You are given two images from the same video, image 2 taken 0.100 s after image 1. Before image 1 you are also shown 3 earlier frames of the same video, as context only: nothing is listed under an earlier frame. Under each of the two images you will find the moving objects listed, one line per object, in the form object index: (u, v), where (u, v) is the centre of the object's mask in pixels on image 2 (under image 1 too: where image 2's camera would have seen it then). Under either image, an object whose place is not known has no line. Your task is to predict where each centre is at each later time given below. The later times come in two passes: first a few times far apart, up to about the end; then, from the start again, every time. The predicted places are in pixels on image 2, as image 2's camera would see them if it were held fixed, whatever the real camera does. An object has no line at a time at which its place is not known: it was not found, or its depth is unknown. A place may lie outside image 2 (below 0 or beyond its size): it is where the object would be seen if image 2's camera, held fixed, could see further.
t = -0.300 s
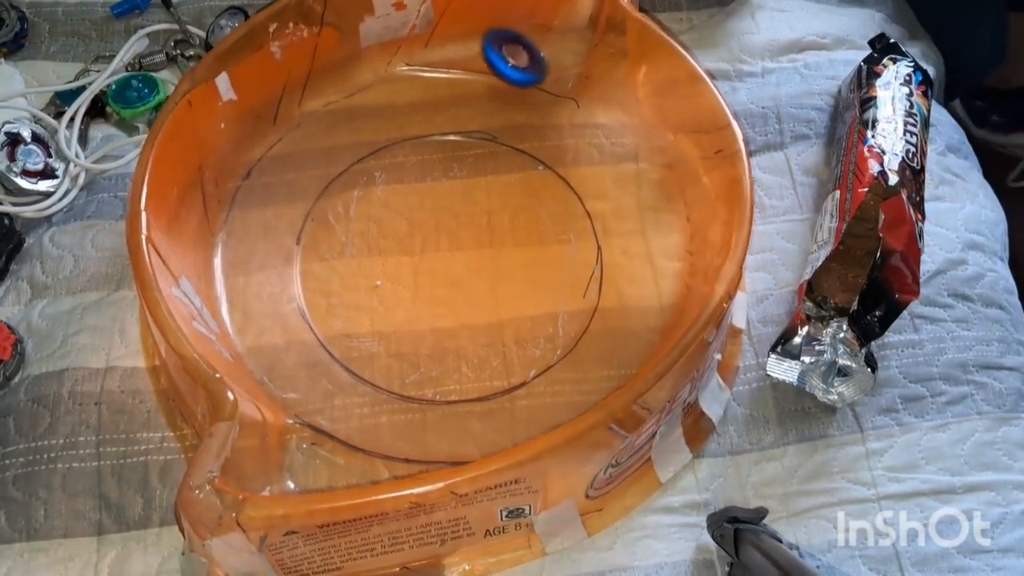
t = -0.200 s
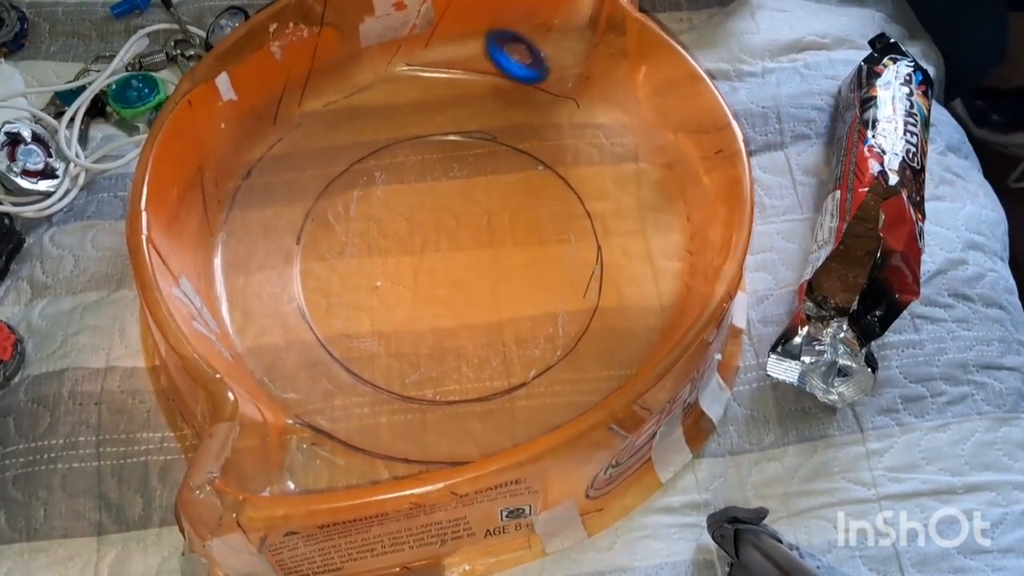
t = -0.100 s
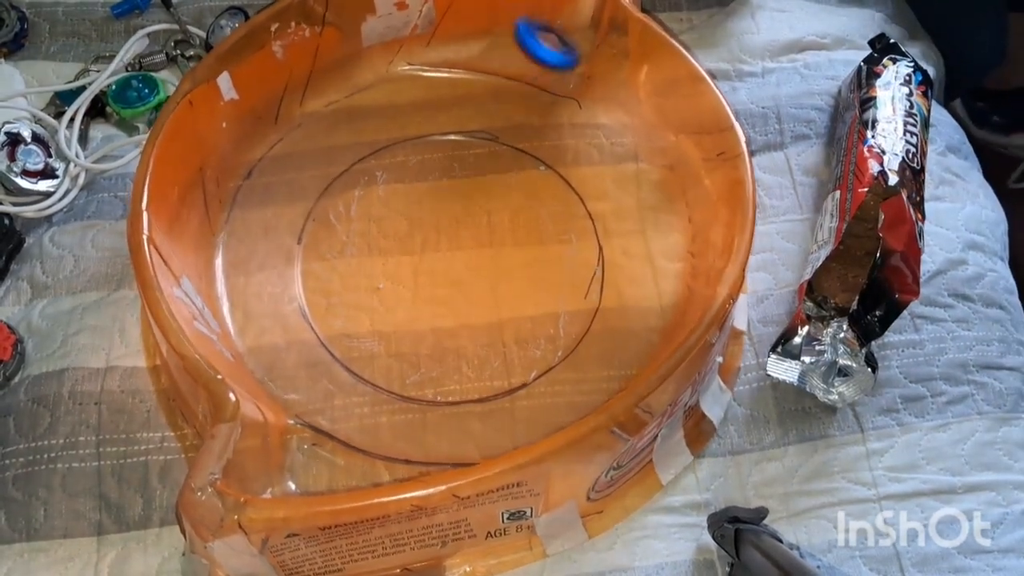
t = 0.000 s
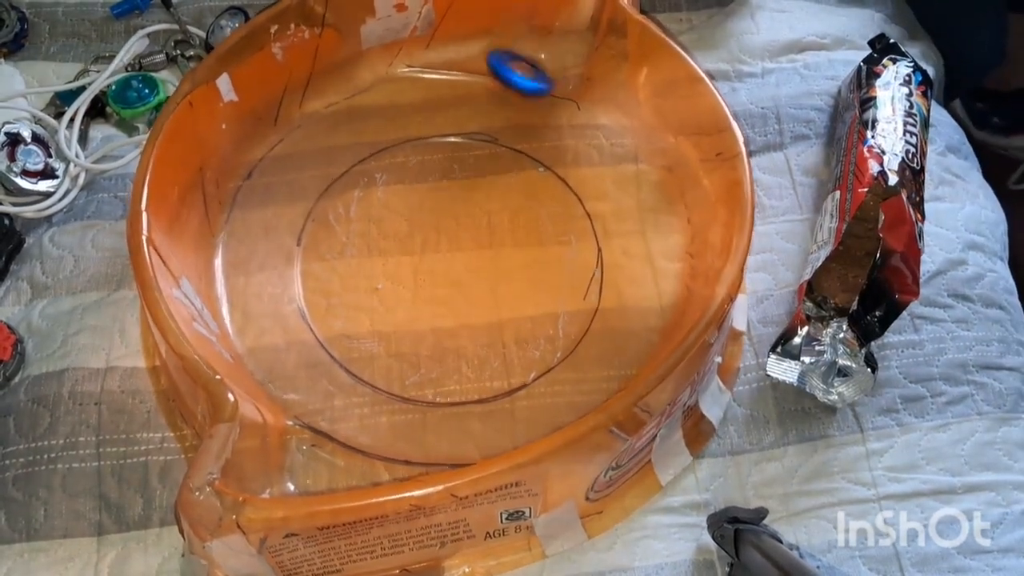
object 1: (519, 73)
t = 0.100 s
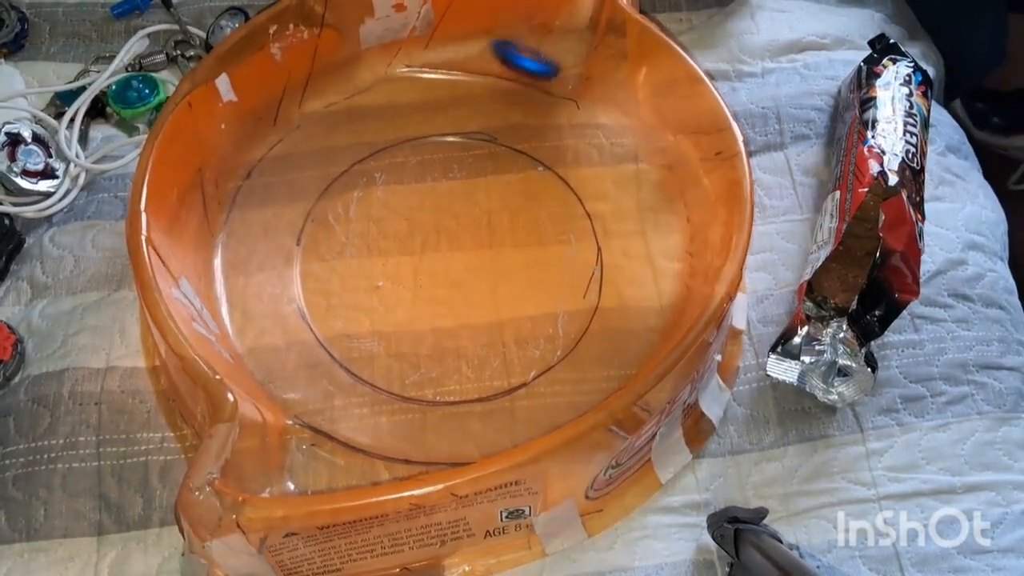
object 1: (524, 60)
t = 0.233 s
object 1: (533, 70)
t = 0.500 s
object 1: (527, 63)
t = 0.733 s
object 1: (466, 124)
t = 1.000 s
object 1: (311, 360)
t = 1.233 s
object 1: (477, 405)
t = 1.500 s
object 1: (555, 91)
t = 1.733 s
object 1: (392, 167)
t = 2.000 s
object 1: (427, 401)
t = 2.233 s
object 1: (566, 274)
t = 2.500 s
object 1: (458, 66)
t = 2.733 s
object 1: (394, 230)
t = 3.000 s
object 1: (471, 354)
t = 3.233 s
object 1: (471, 330)
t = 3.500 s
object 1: (471, 328)
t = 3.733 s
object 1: (471, 328)
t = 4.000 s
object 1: (471, 328)
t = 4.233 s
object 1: (471, 328)
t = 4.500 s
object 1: (471, 328)
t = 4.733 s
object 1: (471, 328)
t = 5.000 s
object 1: (470, 328)
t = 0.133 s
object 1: (537, 70)
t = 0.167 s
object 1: (544, 73)
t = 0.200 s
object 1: (539, 72)
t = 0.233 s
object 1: (533, 70)
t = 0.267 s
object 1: (528, 66)
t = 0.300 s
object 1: (522, 58)
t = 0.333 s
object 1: (517, 64)
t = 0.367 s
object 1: (517, 64)
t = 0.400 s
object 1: (517, 54)
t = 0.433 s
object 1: (518, 60)
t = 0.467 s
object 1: (521, 67)
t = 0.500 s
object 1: (527, 63)
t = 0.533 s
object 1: (532, 65)
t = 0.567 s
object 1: (542, 71)
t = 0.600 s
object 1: (538, 76)
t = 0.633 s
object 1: (523, 80)
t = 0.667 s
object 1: (506, 91)
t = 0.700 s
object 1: (488, 105)
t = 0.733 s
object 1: (466, 124)
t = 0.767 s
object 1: (444, 148)
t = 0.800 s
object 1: (421, 169)
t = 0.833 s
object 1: (396, 198)
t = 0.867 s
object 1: (374, 226)
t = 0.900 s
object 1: (353, 251)
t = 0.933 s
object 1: (333, 290)
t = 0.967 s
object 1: (317, 331)
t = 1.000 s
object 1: (311, 360)
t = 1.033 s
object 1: (318, 382)
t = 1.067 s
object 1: (343, 398)
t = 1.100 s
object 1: (370, 417)
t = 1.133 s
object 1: (400, 433)
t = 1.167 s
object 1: (429, 438)
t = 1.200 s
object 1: (454, 425)
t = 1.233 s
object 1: (477, 405)
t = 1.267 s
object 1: (502, 377)
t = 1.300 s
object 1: (525, 348)
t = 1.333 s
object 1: (545, 311)
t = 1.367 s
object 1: (561, 268)
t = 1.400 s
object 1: (572, 222)
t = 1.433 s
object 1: (575, 175)
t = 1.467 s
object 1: (571, 131)
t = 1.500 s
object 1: (555, 91)
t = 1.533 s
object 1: (529, 66)
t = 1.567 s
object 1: (502, 52)
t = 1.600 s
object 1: (479, 69)
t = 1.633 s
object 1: (458, 80)
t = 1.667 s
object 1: (435, 103)
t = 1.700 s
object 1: (411, 138)
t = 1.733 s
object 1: (392, 167)
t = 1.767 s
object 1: (373, 206)
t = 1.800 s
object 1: (362, 239)
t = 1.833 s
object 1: (354, 282)
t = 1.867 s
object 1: (353, 320)
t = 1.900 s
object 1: (364, 346)
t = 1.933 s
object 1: (380, 372)
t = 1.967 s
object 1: (402, 388)
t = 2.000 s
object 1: (427, 401)
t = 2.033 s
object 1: (455, 404)
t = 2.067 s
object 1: (481, 398)
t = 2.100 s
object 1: (509, 386)
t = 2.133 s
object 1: (531, 362)
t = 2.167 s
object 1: (548, 339)
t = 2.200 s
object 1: (557, 300)
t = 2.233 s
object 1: (566, 274)
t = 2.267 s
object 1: (568, 244)
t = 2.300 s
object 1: (564, 205)
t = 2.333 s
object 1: (550, 166)
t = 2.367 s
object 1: (546, 145)
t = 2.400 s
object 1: (523, 107)
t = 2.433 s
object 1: (506, 86)
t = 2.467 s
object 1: (476, 68)
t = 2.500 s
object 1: (458, 66)
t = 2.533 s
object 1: (437, 55)
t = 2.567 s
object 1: (419, 71)
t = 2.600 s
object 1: (402, 104)
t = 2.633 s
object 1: (389, 138)
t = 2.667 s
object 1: (386, 166)
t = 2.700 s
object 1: (388, 193)
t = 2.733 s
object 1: (394, 230)
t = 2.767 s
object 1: (403, 261)
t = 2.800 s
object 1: (413, 284)
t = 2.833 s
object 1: (424, 304)
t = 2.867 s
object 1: (435, 325)
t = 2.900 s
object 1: (446, 343)
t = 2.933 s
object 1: (454, 350)
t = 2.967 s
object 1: (463, 353)
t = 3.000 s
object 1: (471, 354)
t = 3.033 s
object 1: (476, 355)
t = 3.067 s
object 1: (475, 347)
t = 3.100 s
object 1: (474, 342)
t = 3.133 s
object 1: (474, 338)
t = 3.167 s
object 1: (474, 335)
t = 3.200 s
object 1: (472, 332)
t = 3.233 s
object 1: (471, 330)
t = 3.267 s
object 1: (471, 329)
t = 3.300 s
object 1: (471, 328)
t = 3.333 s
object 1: (471, 328)
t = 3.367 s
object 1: (471, 329)
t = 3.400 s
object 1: (471, 328)
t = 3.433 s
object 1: (471, 328)
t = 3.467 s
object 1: (471, 328)
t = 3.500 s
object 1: (471, 328)
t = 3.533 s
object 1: (471, 328)
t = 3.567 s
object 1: (471, 328)
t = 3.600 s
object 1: (471, 328)
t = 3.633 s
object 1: (471, 328)
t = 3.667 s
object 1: (471, 328)
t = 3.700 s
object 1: (471, 328)
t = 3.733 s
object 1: (471, 328)
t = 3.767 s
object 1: (471, 328)
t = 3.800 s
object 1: (471, 328)
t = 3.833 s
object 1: (471, 328)
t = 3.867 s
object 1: (471, 328)
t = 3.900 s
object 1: (471, 328)
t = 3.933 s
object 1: (471, 328)
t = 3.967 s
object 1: (471, 328)
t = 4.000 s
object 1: (471, 328)
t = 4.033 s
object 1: (471, 328)
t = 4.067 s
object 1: (471, 328)
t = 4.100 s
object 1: (471, 328)
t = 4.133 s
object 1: (471, 328)
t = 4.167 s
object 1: (471, 328)
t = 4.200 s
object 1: (471, 328)
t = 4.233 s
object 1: (471, 328)
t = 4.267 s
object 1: (471, 328)
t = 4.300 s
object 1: (471, 328)
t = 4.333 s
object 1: (471, 328)
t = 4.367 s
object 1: (471, 328)
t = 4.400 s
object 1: (471, 328)
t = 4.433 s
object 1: (471, 328)
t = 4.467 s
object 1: (471, 328)
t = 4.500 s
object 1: (471, 328)
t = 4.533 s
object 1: (471, 328)
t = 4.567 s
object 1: (471, 328)
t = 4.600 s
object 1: (471, 328)
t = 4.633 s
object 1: (471, 328)
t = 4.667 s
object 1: (471, 328)
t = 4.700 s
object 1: (471, 328)
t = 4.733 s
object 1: (471, 328)
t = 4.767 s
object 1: (471, 328)
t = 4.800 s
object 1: (471, 328)
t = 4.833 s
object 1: (471, 328)
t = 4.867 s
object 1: (471, 328)
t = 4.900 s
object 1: (471, 328)
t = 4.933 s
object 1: (471, 328)
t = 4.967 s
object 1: (471, 328)
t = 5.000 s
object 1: (470, 328)
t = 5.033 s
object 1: (471, 328)
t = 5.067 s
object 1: (471, 329)
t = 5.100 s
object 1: (471, 329)
